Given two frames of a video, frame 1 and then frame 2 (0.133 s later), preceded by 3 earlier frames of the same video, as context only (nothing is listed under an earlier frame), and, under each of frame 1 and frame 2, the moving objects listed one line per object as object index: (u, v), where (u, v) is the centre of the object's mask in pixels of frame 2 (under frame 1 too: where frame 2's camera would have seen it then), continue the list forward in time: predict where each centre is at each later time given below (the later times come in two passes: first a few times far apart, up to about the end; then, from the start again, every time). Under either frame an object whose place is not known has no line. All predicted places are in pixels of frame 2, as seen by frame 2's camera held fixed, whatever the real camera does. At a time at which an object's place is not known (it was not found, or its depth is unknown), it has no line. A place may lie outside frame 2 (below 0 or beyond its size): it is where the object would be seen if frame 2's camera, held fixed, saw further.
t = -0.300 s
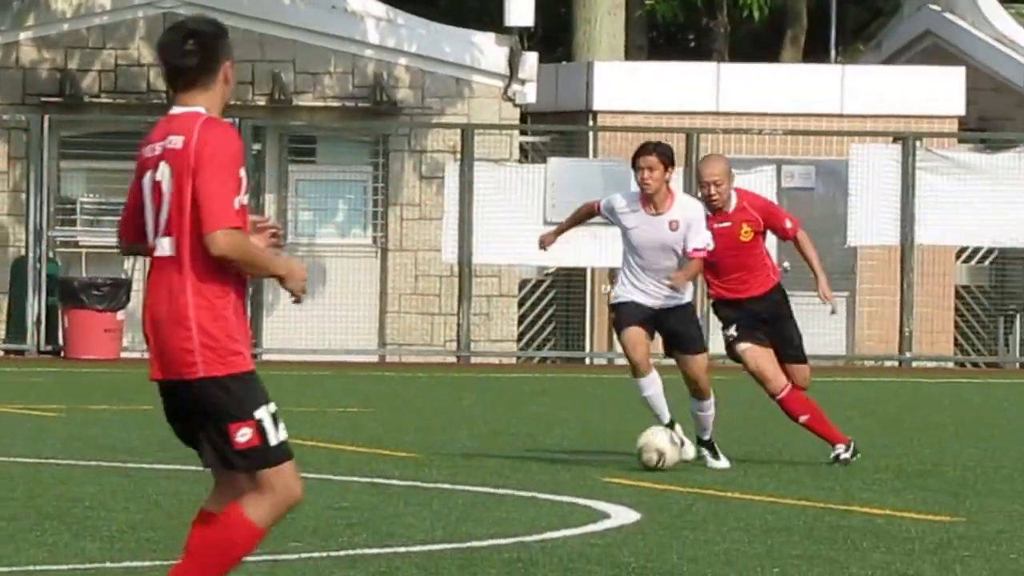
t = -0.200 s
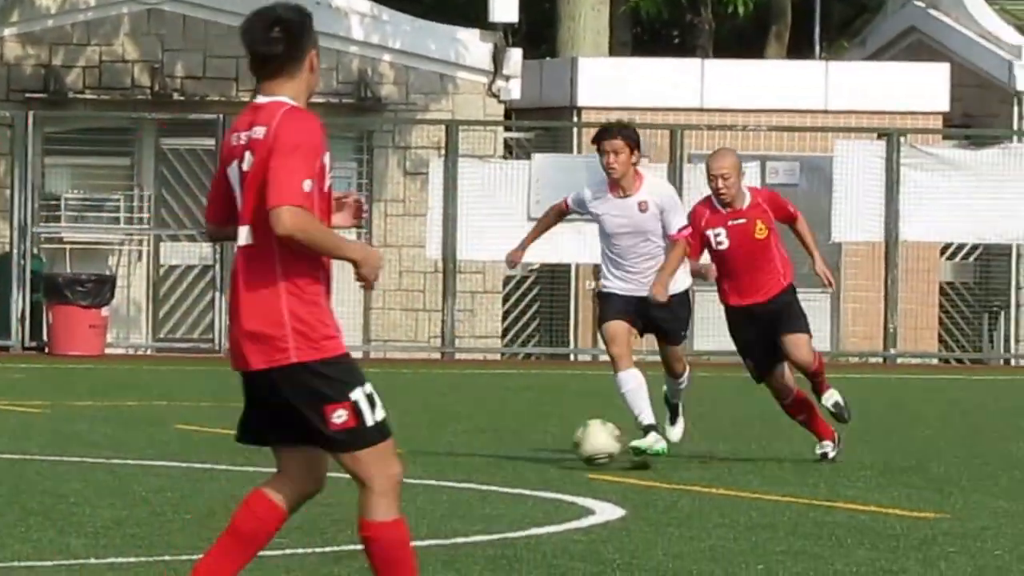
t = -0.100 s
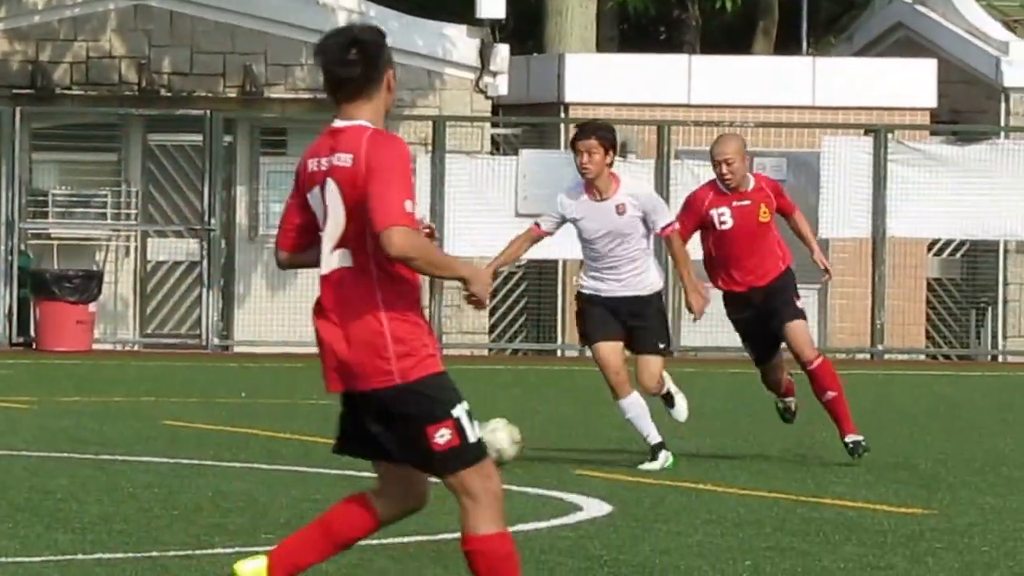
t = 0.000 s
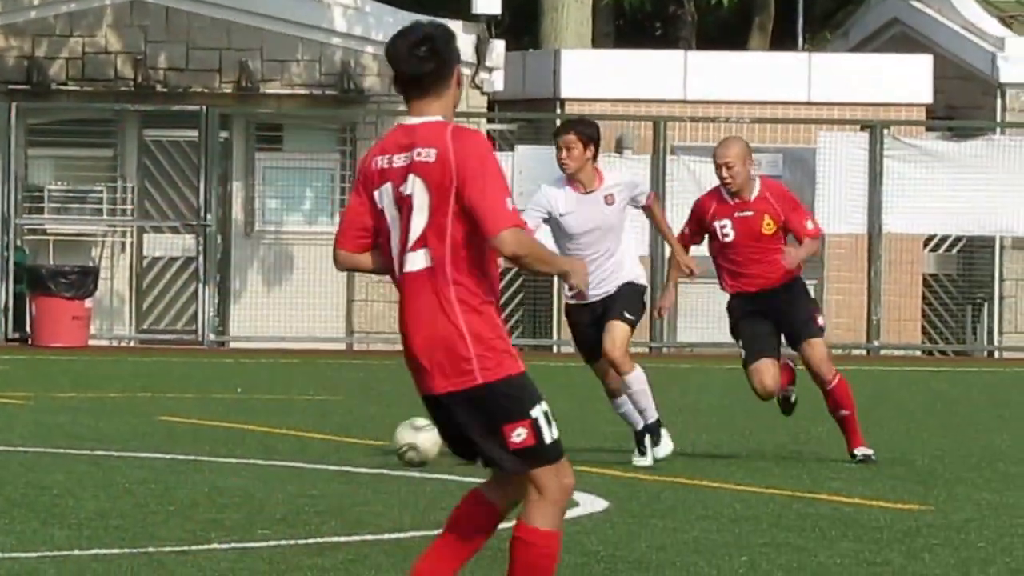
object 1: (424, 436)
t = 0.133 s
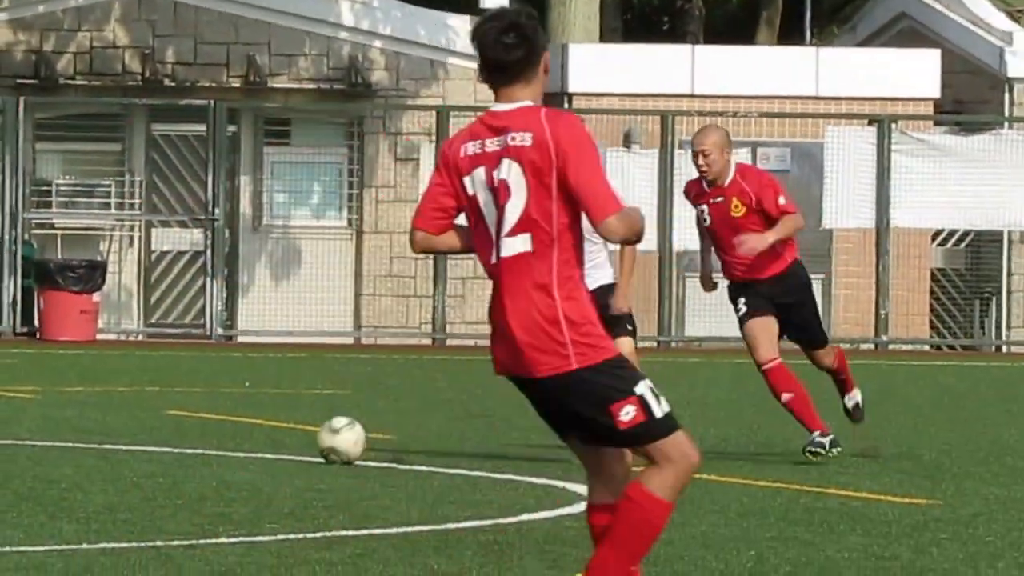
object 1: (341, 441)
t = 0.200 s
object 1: (303, 441)
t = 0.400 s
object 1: (189, 446)
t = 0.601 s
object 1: (72, 453)
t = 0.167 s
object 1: (322, 441)
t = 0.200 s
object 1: (303, 441)
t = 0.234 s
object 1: (285, 442)
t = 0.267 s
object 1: (266, 444)
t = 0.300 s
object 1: (247, 444)
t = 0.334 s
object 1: (227, 445)
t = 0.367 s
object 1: (208, 446)
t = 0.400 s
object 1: (189, 446)
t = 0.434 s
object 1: (170, 448)
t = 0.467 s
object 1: (151, 448)
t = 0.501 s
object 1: (131, 450)
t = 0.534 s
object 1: (112, 451)
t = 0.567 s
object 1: (92, 451)
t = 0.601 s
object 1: (72, 453)
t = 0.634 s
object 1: (52, 454)
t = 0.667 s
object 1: (31, 454)
